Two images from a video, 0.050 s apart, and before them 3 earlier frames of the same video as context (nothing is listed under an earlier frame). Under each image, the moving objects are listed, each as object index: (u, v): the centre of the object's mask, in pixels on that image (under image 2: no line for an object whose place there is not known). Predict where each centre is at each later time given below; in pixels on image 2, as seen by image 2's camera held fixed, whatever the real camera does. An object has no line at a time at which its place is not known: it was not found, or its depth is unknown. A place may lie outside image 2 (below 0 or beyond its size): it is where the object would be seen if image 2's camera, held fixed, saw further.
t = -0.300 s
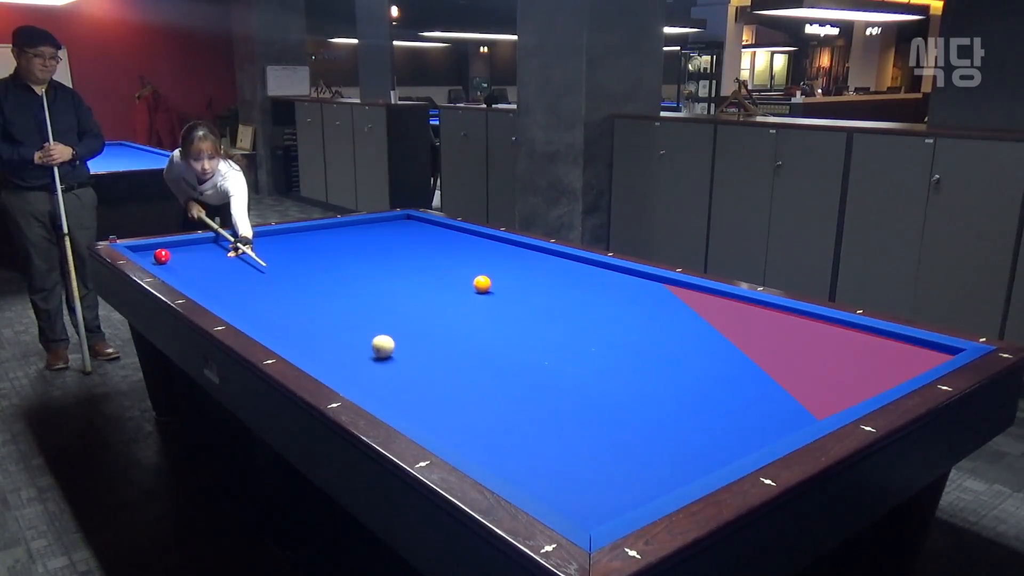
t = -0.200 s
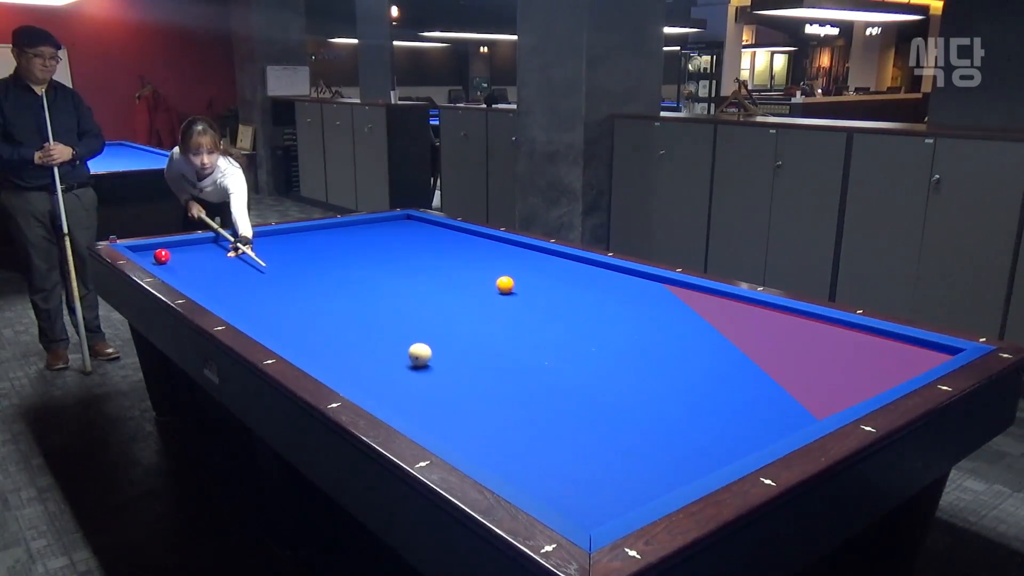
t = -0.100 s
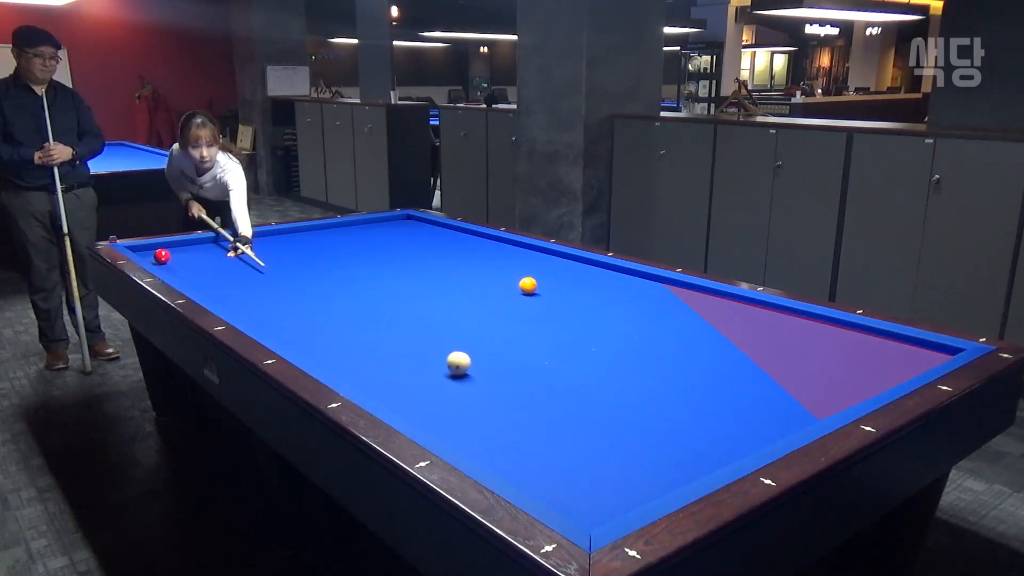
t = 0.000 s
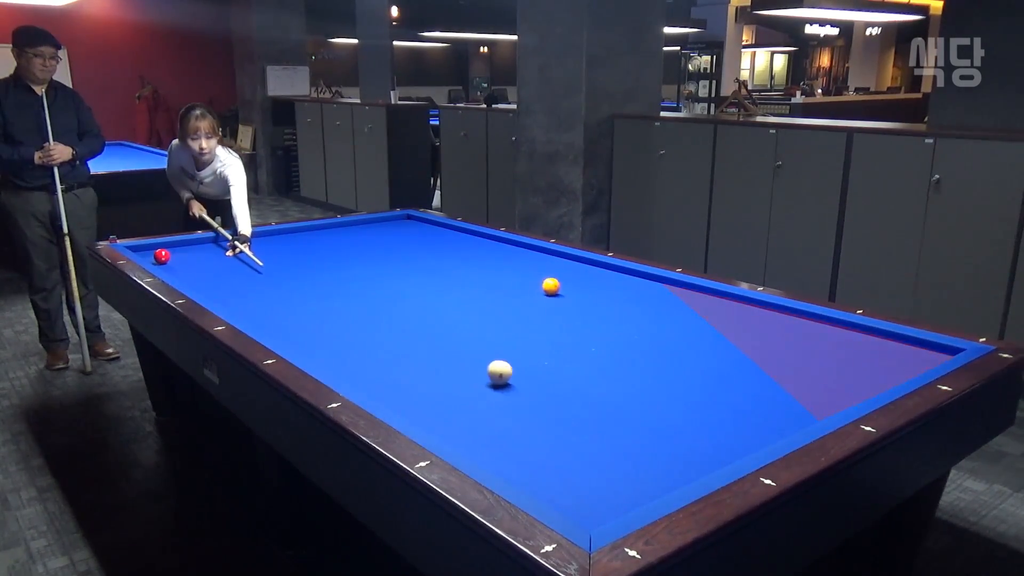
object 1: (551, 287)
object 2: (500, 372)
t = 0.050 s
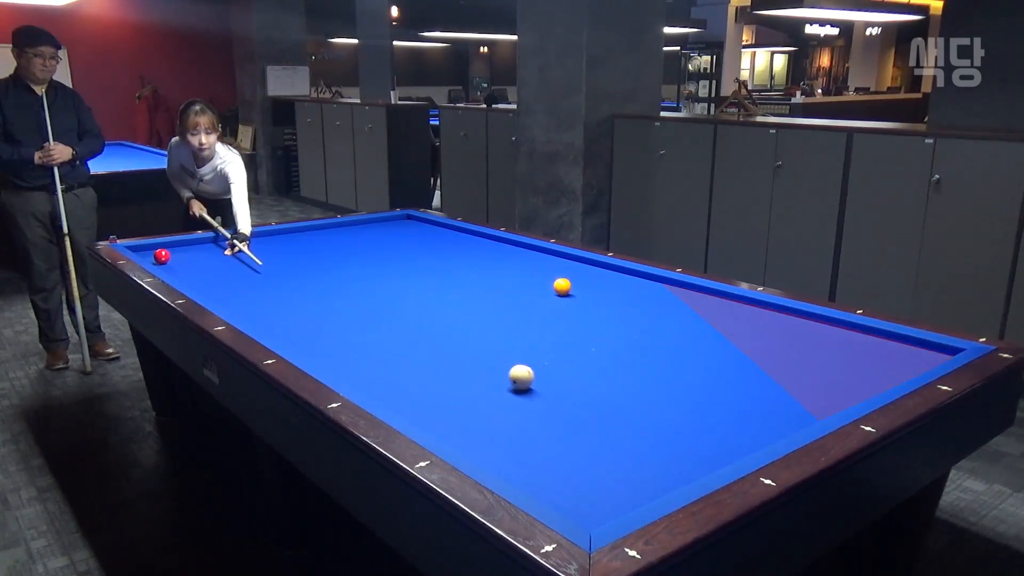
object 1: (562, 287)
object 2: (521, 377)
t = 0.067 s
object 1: (566, 287)
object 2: (529, 379)
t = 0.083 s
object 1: (570, 287)
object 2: (536, 380)
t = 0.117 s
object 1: (577, 287)
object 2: (551, 384)
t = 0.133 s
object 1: (581, 288)
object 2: (558, 385)
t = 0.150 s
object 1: (585, 288)
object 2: (566, 387)
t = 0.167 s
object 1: (589, 288)
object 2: (574, 388)
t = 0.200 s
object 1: (596, 288)
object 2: (589, 392)
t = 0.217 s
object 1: (600, 288)
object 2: (598, 393)
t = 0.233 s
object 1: (604, 288)
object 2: (605, 396)
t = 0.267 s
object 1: (612, 289)
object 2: (622, 399)
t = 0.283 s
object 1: (615, 289)
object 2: (631, 401)
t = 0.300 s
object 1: (619, 289)
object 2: (639, 403)
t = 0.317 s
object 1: (623, 289)
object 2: (647, 405)
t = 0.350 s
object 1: (631, 289)
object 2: (665, 409)
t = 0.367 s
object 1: (634, 289)
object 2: (673, 410)
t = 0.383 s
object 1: (638, 289)
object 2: (682, 412)
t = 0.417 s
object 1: (646, 290)
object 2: (700, 416)
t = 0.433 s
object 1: (650, 290)
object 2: (710, 418)
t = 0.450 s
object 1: (654, 290)
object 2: (719, 421)
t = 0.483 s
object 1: (661, 290)
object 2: (737, 425)
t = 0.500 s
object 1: (665, 290)
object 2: (747, 427)
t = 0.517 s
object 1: (669, 290)
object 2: (757, 429)
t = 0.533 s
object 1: (673, 291)
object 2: (766, 431)
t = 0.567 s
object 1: (681, 291)
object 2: (775, 429)
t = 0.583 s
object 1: (684, 291)
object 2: (772, 427)
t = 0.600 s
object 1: (688, 291)
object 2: (769, 423)
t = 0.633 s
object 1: (696, 291)
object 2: (762, 417)
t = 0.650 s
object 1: (699, 291)
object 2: (760, 413)
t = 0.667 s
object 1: (703, 292)
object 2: (757, 410)
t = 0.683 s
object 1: (707, 292)
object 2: (754, 407)
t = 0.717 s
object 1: (714, 292)
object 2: (750, 401)
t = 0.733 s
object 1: (714, 293)
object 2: (748, 399)
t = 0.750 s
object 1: (714, 294)
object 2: (746, 396)
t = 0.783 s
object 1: (715, 295)
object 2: (743, 391)
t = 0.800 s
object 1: (716, 296)
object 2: (742, 388)
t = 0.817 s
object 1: (716, 296)
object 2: (740, 386)
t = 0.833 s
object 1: (717, 297)
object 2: (739, 384)
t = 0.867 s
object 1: (719, 299)
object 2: (737, 380)
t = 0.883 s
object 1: (720, 299)
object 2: (736, 378)
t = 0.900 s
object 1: (721, 300)
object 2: (735, 376)
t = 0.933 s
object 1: (723, 301)
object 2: (732, 372)
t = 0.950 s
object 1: (723, 302)
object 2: (731, 370)
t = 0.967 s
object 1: (724, 302)
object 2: (730, 368)
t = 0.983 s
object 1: (725, 303)
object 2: (729, 366)
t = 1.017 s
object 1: (727, 305)
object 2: (727, 362)
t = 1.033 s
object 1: (728, 305)
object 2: (726, 360)
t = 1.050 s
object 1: (729, 306)
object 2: (725, 358)
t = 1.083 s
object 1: (731, 307)
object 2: (723, 355)
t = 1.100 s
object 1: (731, 308)
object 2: (722, 353)
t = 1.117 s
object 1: (732, 309)
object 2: (721, 351)
